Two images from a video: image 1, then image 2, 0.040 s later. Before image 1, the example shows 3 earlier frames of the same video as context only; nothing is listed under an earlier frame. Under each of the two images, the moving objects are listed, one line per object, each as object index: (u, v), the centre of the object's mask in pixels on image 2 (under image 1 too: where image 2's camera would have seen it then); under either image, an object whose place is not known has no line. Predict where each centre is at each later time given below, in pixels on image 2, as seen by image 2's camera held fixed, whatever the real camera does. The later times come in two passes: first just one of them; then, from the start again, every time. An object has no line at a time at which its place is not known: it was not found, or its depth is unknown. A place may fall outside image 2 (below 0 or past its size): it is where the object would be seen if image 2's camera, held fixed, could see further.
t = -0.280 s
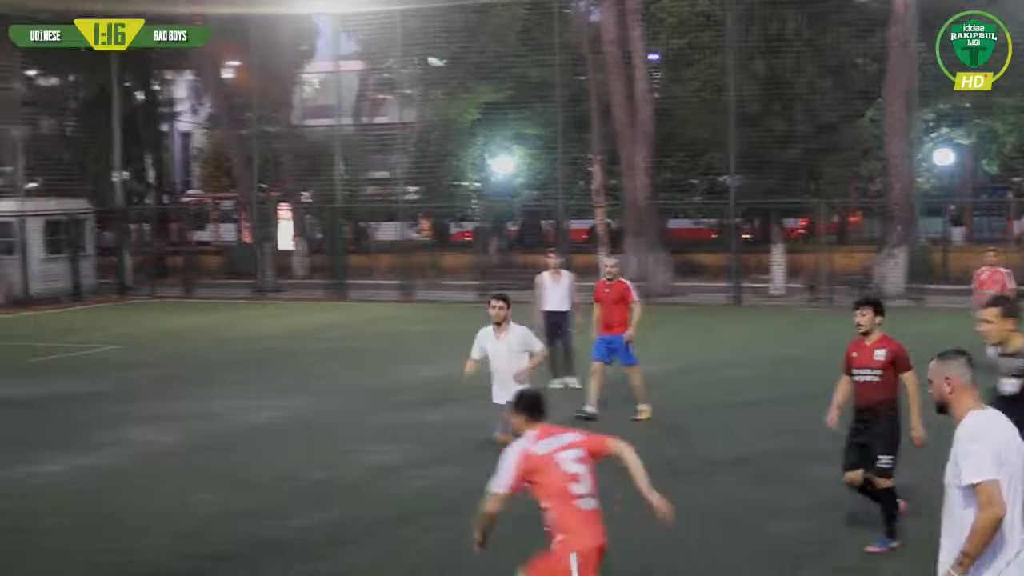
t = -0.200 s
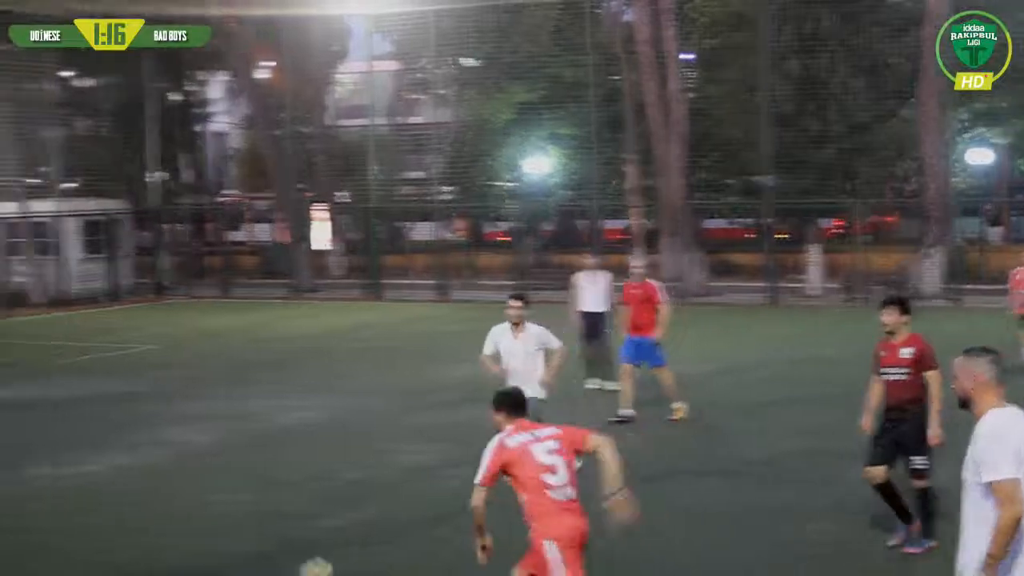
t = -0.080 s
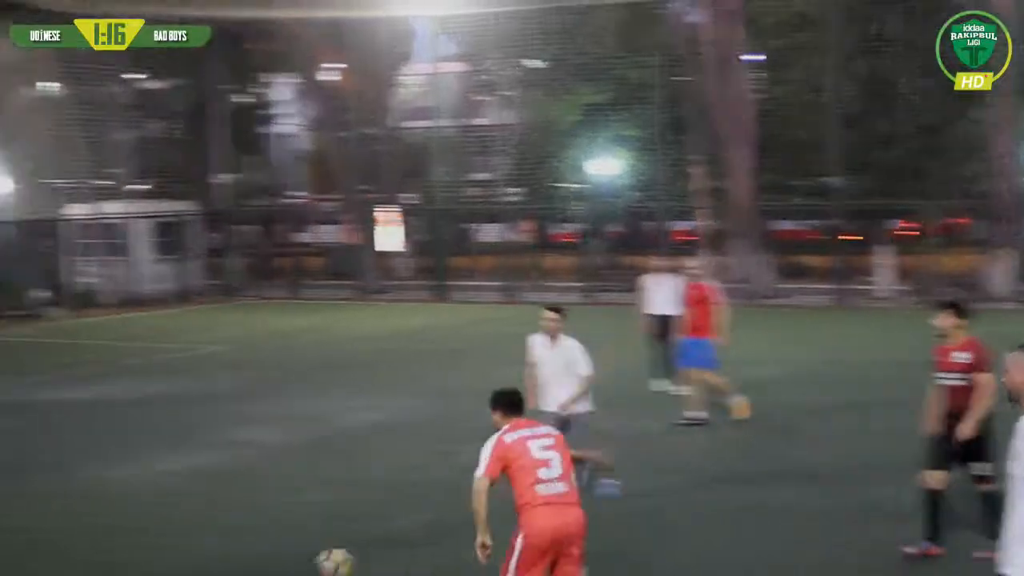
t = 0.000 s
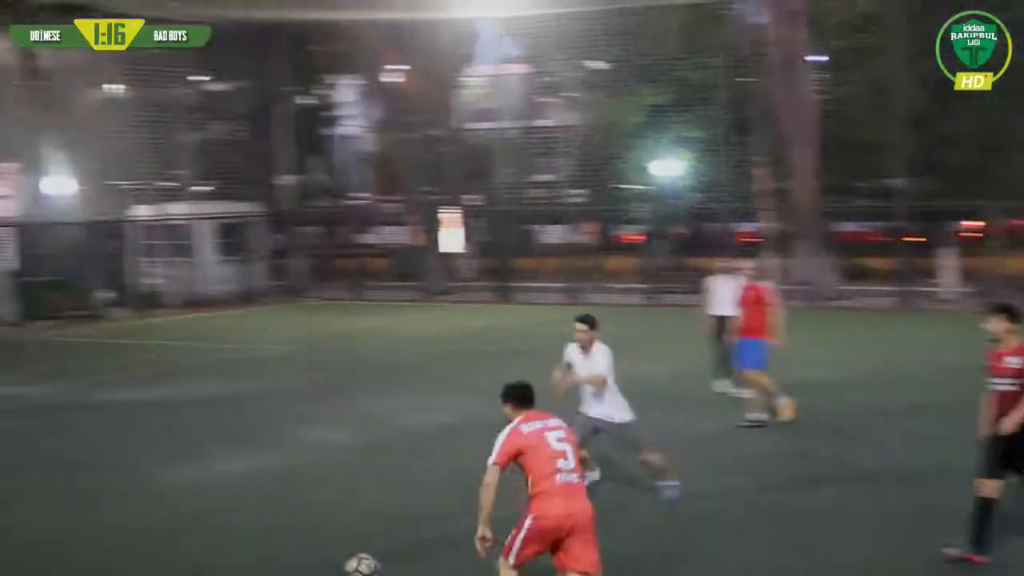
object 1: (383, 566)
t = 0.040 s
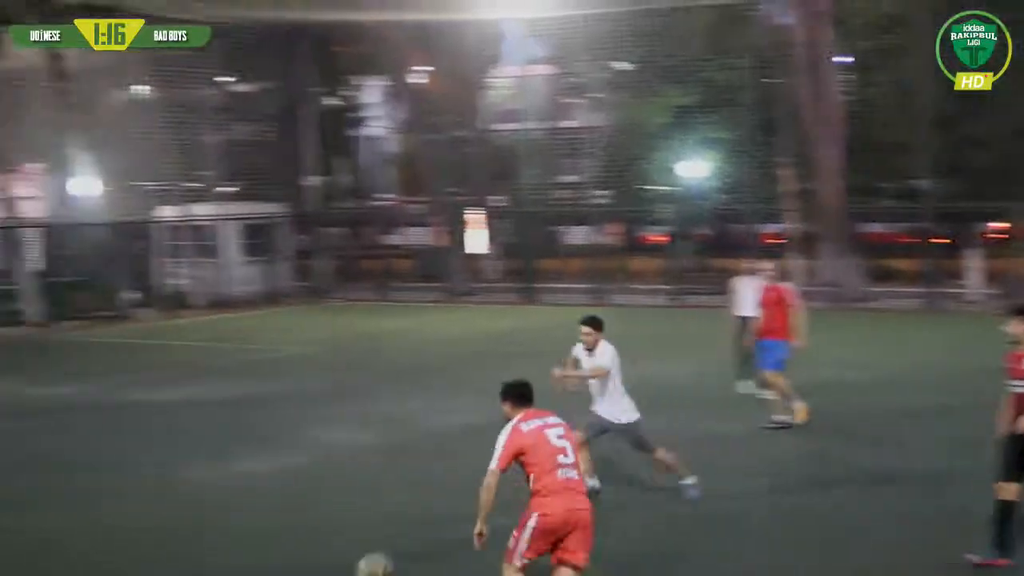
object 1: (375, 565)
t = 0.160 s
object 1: (347, 545)
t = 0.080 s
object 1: (365, 557)
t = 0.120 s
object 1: (357, 550)
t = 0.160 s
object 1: (347, 545)
